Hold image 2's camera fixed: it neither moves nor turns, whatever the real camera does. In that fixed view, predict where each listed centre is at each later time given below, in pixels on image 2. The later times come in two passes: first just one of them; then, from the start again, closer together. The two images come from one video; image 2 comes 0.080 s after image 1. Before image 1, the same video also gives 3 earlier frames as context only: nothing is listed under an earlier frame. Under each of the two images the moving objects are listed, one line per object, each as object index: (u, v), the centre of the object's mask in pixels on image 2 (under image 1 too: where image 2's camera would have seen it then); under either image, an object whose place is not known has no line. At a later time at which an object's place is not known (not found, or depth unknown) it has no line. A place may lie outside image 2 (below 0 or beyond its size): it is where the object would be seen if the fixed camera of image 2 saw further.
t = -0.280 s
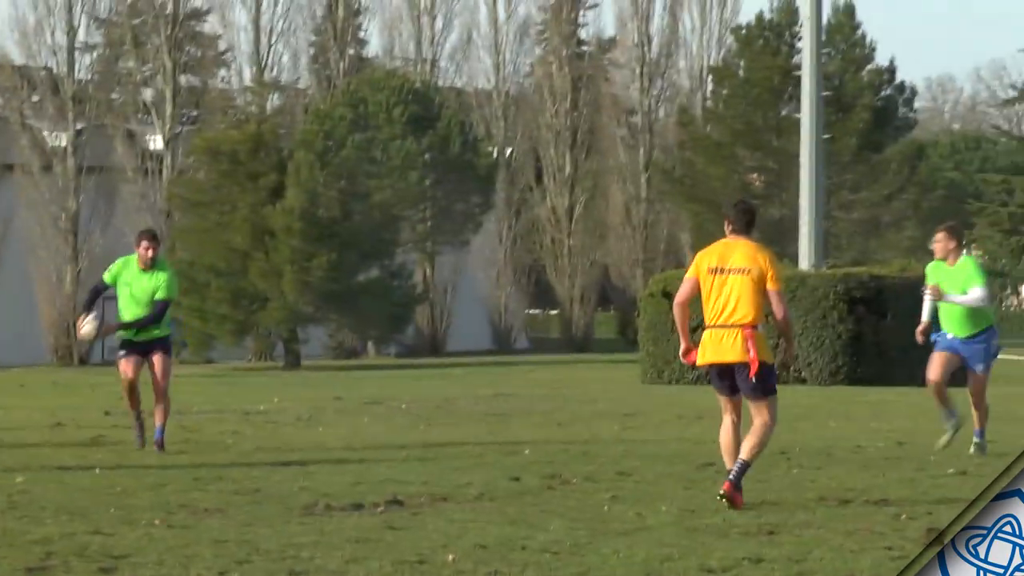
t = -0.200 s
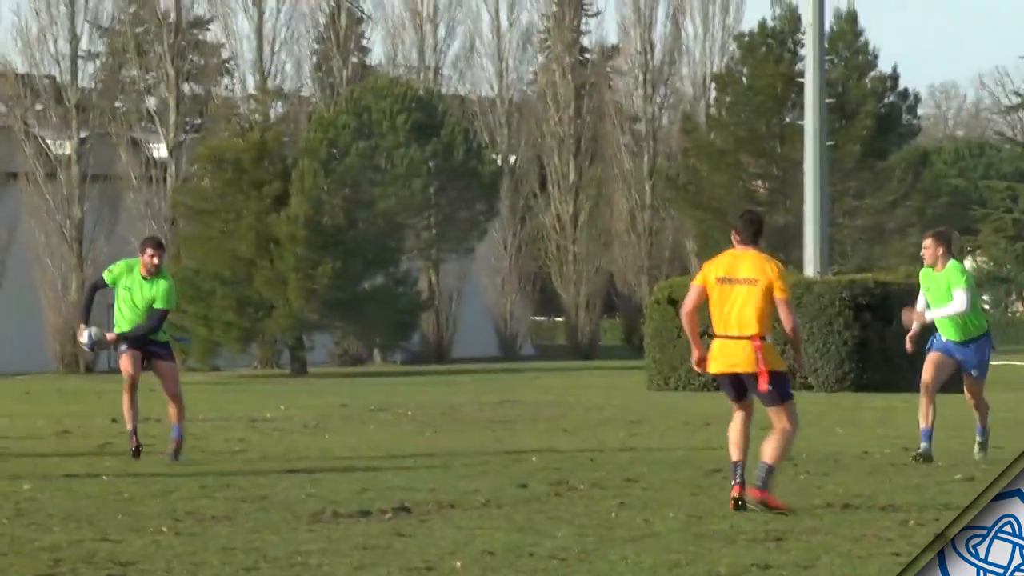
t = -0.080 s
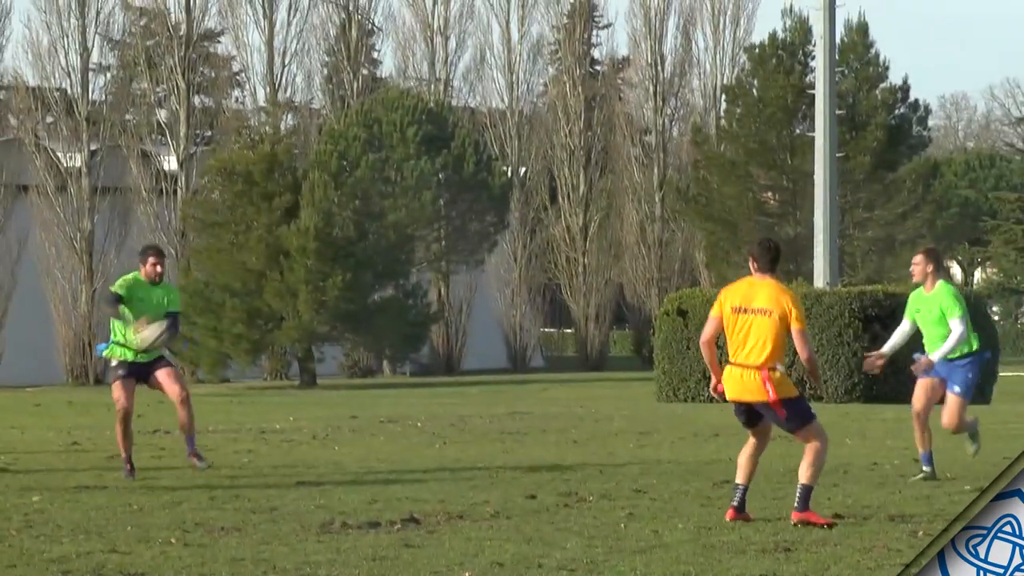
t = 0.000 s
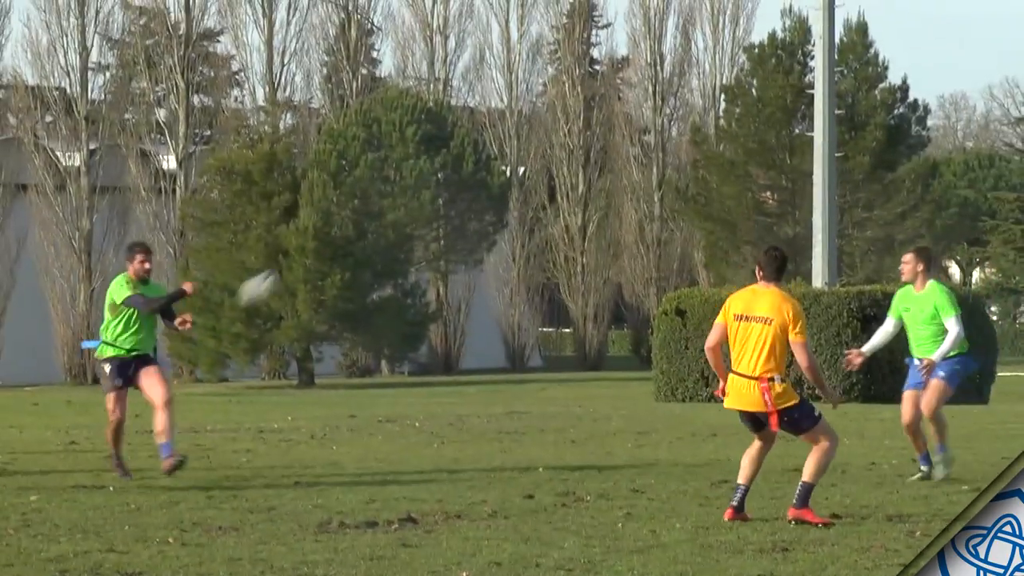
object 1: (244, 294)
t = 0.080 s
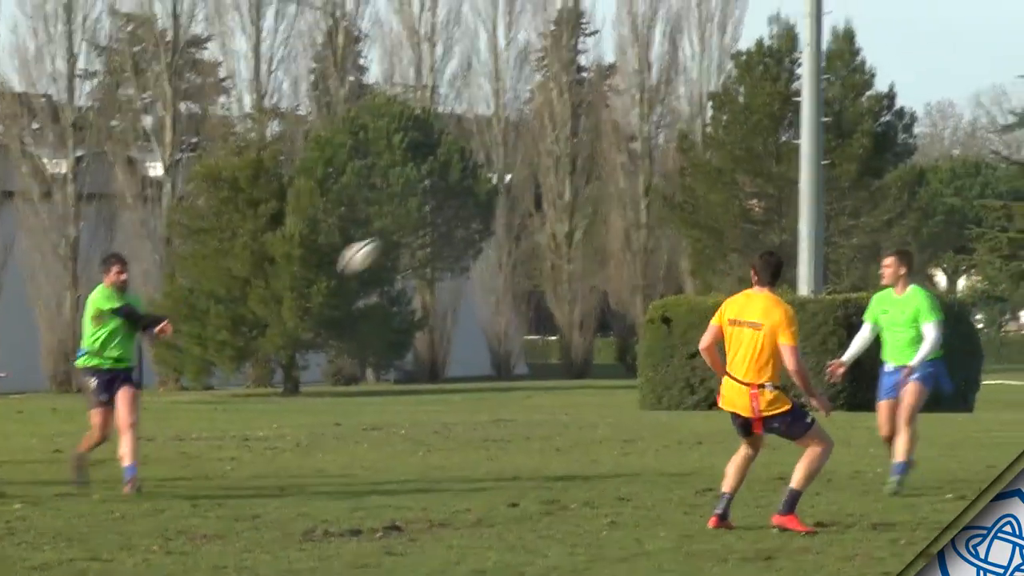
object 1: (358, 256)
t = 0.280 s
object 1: (663, 179)
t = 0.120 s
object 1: (415, 238)
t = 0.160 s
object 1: (474, 221)
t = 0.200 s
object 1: (535, 207)
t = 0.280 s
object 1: (663, 179)
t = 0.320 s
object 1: (730, 165)
